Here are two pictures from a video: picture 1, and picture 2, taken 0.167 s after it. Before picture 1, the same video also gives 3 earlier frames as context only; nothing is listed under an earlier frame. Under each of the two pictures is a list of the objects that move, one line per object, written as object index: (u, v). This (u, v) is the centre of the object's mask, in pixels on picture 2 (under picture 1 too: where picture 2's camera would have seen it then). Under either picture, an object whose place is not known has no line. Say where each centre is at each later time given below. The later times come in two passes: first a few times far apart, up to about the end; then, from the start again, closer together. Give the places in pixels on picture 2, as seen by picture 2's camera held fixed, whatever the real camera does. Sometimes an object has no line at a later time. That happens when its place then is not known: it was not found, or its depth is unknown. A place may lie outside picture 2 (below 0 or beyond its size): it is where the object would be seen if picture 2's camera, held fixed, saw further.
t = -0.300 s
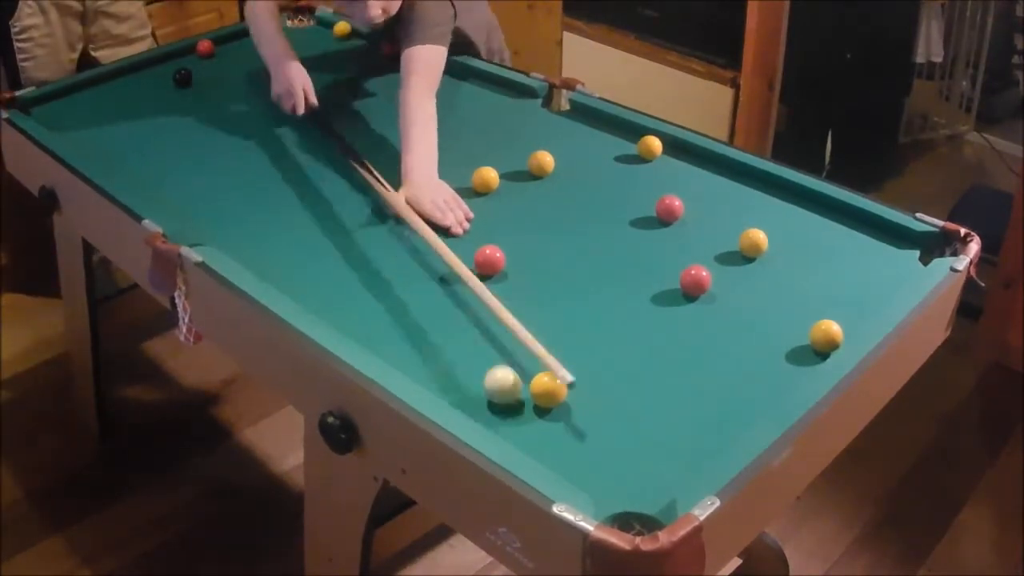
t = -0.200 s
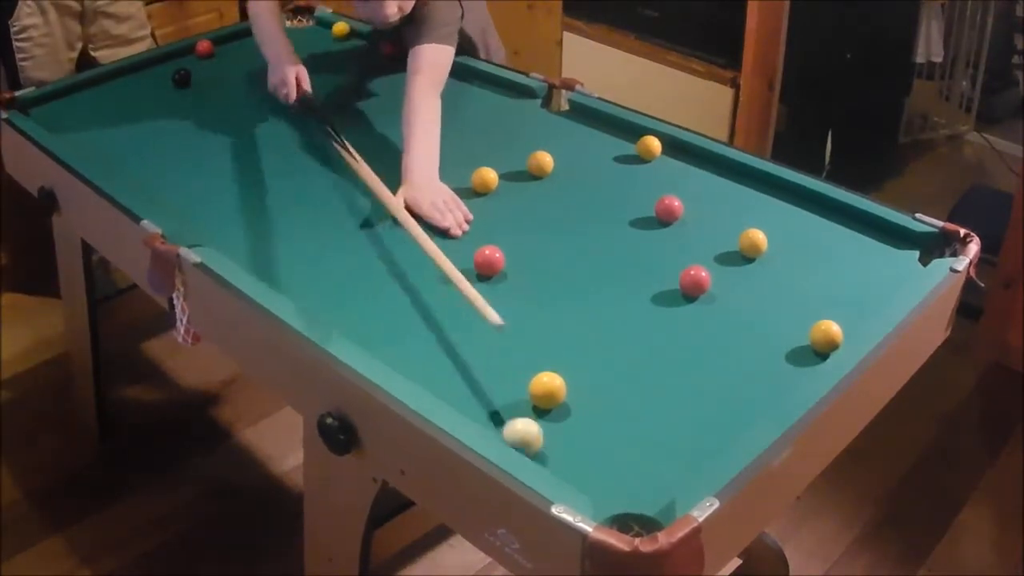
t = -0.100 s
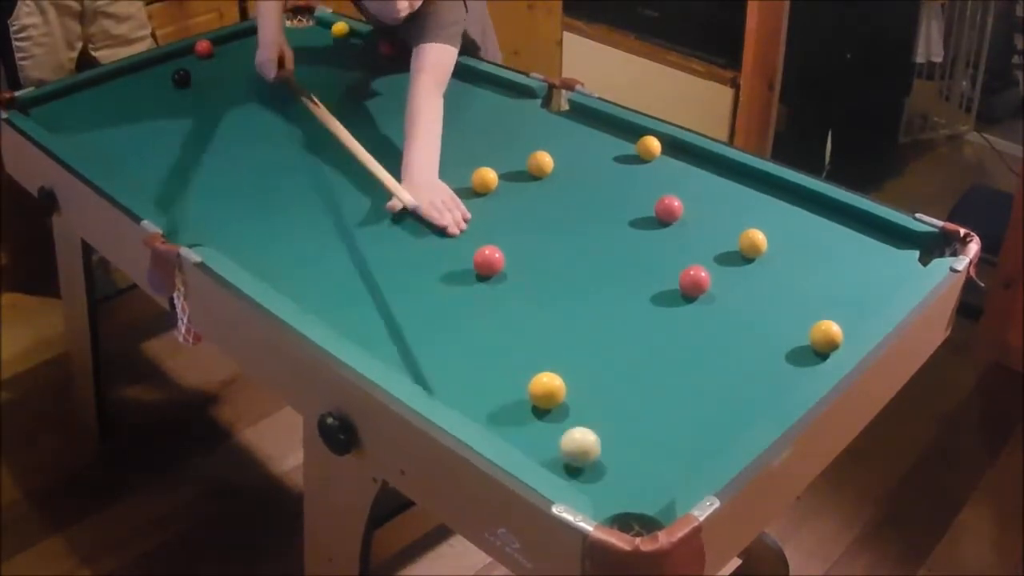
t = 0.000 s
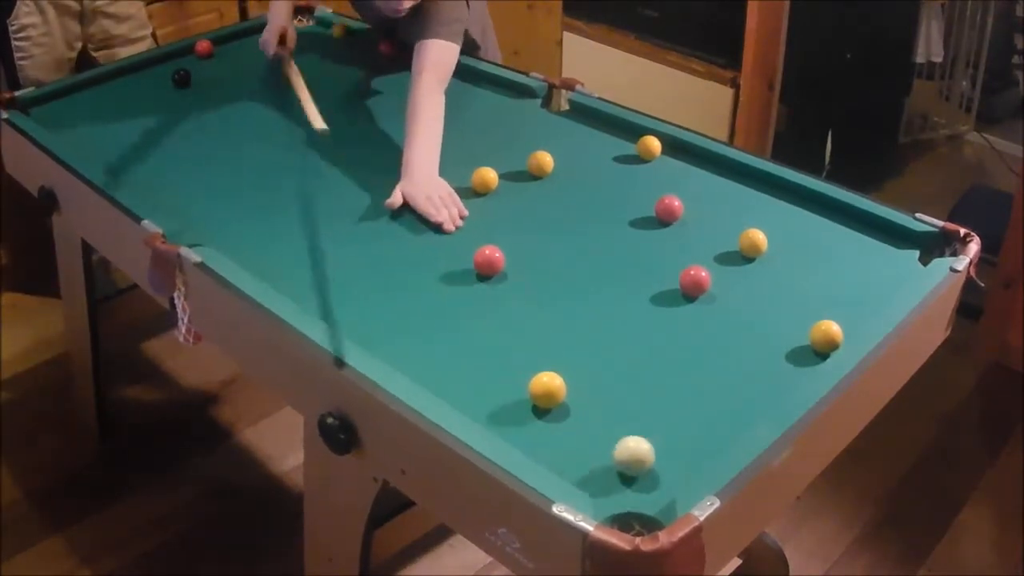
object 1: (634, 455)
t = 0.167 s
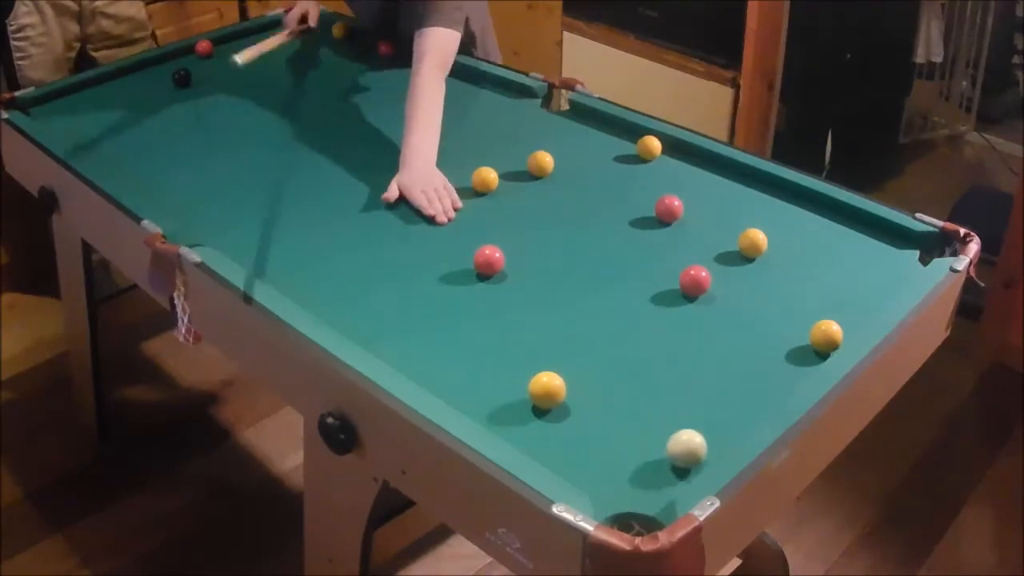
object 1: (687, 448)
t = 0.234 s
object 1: (688, 435)
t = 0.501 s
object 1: (695, 390)
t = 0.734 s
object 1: (701, 361)
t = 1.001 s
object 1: (708, 336)
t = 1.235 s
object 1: (714, 321)
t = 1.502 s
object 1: (721, 311)
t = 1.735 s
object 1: (724, 307)
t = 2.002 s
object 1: (725, 307)
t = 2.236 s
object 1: (724, 307)
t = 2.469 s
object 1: (724, 307)
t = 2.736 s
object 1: (724, 307)
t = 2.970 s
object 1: (724, 307)
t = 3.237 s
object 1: (724, 307)
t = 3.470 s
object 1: (724, 307)
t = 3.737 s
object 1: (724, 307)
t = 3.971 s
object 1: (724, 307)
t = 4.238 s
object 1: (724, 307)
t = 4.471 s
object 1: (724, 307)
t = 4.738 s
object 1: (724, 307)
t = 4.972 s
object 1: (724, 307)
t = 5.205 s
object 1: (724, 307)
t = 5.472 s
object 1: (724, 306)
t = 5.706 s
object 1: (725, 306)
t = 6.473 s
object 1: (725, 307)
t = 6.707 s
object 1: (724, 307)
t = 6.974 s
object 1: (724, 307)
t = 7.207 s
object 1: (724, 307)
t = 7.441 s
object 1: (724, 307)
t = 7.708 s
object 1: (724, 307)
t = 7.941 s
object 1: (724, 307)
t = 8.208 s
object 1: (724, 307)
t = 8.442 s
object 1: (724, 307)
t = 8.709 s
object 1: (724, 307)
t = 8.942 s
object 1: (724, 307)
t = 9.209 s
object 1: (724, 307)
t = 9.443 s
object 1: (724, 307)
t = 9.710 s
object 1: (724, 307)
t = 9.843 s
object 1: (724, 307)
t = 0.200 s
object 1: (687, 442)
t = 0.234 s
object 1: (688, 435)
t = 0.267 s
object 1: (689, 429)
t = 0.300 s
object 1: (690, 423)
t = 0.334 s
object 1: (691, 417)
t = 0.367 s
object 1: (692, 411)
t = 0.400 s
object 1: (693, 406)
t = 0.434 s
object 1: (693, 401)
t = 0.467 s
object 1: (694, 395)
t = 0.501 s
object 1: (695, 390)
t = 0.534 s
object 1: (696, 386)
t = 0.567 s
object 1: (697, 381)
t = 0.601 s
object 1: (697, 377)
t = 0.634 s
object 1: (698, 372)
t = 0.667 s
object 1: (699, 369)
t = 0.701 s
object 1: (700, 365)
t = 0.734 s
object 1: (701, 361)
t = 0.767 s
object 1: (702, 357)
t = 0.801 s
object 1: (703, 354)
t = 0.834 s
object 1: (704, 350)
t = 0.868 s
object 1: (705, 347)
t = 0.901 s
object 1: (706, 345)
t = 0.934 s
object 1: (707, 341)
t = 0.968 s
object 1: (708, 339)
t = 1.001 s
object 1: (708, 336)
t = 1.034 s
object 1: (709, 333)
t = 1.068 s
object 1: (710, 331)
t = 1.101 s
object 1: (711, 329)
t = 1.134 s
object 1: (712, 327)
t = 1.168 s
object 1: (712, 325)
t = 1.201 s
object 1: (714, 323)
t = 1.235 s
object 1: (714, 321)
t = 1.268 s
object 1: (716, 320)
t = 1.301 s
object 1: (716, 318)
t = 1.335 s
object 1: (717, 317)
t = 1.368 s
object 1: (718, 315)
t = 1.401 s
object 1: (719, 314)
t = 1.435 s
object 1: (720, 313)
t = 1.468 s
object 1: (720, 312)
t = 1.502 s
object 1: (721, 311)
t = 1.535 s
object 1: (722, 310)
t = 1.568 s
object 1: (722, 309)
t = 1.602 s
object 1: (723, 309)
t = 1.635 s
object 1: (723, 308)
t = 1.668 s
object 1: (724, 307)
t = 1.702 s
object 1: (724, 307)
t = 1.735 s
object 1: (724, 307)
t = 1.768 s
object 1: (724, 307)
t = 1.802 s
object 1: (724, 307)
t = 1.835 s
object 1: (725, 307)
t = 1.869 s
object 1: (724, 307)
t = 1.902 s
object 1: (725, 307)
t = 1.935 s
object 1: (725, 307)
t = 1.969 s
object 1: (725, 307)
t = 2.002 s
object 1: (725, 307)
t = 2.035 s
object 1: (725, 307)
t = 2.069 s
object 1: (725, 307)
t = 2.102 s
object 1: (725, 307)
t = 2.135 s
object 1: (724, 307)
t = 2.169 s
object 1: (724, 307)
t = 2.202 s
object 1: (724, 307)
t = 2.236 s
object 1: (724, 307)
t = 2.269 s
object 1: (724, 307)
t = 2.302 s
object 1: (724, 307)
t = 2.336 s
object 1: (724, 307)
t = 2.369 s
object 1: (724, 307)
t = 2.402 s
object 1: (724, 307)
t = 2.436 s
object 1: (724, 307)
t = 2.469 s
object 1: (724, 307)
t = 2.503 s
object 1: (724, 307)
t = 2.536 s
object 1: (724, 307)
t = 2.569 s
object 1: (724, 307)
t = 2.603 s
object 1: (724, 307)
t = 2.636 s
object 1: (724, 307)
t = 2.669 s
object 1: (724, 307)
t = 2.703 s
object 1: (724, 307)
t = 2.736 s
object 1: (724, 307)
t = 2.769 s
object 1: (724, 307)
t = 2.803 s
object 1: (724, 307)
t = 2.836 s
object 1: (724, 307)
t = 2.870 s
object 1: (724, 307)
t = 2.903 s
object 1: (724, 307)
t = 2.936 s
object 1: (724, 307)
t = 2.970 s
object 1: (724, 307)
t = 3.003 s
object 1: (724, 307)
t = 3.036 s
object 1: (724, 307)
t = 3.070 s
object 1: (724, 307)
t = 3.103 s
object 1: (724, 307)
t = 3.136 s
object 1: (724, 307)
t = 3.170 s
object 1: (724, 307)
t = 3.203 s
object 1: (724, 307)
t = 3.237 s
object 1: (724, 307)
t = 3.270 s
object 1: (725, 307)
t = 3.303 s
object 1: (724, 307)
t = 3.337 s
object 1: (724, 307)
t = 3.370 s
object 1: (724, 307)
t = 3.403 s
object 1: (724, 307)
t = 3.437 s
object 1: (724, 307)
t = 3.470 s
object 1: (724, 307)
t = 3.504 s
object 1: (724, 307)
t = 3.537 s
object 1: (724, 307)
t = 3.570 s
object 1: (724, 307)
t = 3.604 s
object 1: (724, 307)
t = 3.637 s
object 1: (724, 307)
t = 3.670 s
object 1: (724, 307)
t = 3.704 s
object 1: (724, 307)
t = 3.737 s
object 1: (724, 307)
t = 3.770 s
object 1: (724, 307)
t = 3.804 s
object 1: (724, 307)
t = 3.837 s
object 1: (724, 307)
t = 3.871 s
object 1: (724, 307)
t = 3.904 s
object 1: (724, 307)
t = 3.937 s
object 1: (724, 307)
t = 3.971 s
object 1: (724, 307)
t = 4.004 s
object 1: (724, 307)
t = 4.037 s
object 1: (724, 307)
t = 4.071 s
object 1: (724, 307)
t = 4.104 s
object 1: (724, 307)
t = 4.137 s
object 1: (724, 307)
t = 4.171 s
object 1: (724, 307)
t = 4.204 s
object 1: (724, 307)
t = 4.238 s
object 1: (724, 307)
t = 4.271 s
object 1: (724, 307)
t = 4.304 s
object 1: (724, 307)
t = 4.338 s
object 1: (724, 307)
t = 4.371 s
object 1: (724, 307)
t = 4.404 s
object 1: (724, 307)
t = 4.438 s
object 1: (724, 307)
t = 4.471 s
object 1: (724, 307)
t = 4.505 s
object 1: (724, 307)
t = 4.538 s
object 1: (724, 307)
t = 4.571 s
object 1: (724, 307)
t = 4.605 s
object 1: (724, 307)
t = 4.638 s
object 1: (724, 307)
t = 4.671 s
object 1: (724, 307)
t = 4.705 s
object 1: (724, 307)
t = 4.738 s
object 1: (724, 307)
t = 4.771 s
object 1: (724, 307)
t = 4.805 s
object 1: (724, 307)
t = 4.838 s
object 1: (724, 307)
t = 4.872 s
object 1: (724, 307)
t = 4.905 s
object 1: (724, 307)
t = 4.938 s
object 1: (724, 307)
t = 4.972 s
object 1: (724, 307)
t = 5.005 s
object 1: (724, 307)
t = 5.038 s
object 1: (724, 307)
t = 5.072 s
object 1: (724, 307)
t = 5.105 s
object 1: (724, 307)
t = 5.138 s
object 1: (724, 307)
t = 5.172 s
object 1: (724, 307)
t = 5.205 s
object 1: (724, 307)
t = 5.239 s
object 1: (724, 307)
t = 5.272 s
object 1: (724, 306)
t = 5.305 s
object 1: (724, 306)
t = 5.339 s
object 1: (724, 307)
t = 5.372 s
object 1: (724, 306)
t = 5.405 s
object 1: (724, 306)
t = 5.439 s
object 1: (724, 307)
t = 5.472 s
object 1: (724, 306)
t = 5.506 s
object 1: (734, 300)
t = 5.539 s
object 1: (723, 308)
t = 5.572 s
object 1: (725, 307)
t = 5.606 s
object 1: (725, 306)
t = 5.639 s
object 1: (725, 307)
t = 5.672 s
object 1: (725, 307)
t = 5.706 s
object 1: (725, 306)
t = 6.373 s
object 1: (711, 305)
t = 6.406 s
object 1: (722, 306)
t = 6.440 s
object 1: (725, 307)
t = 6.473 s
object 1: (725, 307)
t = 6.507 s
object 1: (725, 307)
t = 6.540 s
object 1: (724, 307)
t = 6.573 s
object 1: (724, 307)
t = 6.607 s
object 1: (724, 307)
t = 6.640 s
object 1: (724, 307)
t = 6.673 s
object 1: (724, 307)
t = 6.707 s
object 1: (724, 307)
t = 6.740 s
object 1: (724, 307)
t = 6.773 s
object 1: (724, 307)
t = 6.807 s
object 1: (724, 307)
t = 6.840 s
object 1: (724, 307)
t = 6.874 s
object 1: (724, 307)
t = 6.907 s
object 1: (724, 307)
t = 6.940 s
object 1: (724, 307)
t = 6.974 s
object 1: (724, 307)
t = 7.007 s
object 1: (724, 307)
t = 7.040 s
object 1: (724, 307)
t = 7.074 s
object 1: (724, 307)
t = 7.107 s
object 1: (724, 307)
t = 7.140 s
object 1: (725, 307)
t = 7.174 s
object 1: (724, 307)
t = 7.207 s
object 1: (724, 307)
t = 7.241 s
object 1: (724, 307)
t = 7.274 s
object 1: (724, 307)
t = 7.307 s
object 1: (724, 307)
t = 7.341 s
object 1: (724, 307)
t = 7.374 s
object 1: (724, 307)
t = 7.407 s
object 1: (724, 307)
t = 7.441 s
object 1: (724, 307)
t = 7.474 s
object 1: (724, 307)
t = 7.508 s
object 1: (724, 307)
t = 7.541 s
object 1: (724, 307)
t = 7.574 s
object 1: (724, 307)
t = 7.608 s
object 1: (724, 307)
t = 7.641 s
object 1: (724, 307)
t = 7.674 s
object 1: (724, 307)
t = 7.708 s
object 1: (724, 307)
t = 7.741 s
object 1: (724, 307)
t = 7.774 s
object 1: (724, 307)
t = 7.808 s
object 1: (724, 307)
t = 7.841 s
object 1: (724, 307)
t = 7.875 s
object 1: (724, 307)
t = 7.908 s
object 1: (724, 307)
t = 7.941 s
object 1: (724, 307)
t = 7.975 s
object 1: (724, 307)
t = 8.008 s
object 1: (724, 307)
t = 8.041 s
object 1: (724, 307)
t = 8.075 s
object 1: (724, 307)
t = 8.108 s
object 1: (724, 307)
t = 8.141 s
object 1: (724, 307)
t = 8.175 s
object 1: (724, 307)
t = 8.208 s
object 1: (724, 307)
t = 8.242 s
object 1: (724, 307)
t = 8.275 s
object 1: (724, 307)
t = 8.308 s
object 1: (724, 307)
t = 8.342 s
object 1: (724, 307)
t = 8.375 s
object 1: (724, 307)
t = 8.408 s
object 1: (724, 307)
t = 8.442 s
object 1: (724, 307)
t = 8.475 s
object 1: (724, 307)
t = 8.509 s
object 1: (724, 307)
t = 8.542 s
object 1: (724, 307)
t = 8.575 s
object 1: (724, 307)
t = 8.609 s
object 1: (724, 307)
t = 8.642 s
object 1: (724, 307)
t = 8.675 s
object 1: (724, 307)
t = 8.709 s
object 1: (724, 307)
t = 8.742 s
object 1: (724, 307)
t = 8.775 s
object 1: (724, 307)
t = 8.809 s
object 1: (724, 307)
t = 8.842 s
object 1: (724, 307)
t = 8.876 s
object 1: (724, 307)
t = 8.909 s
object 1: (724, 307)
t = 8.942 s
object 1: (724, 307)
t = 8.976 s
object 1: (724, 307)
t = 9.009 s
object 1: (724, 307)
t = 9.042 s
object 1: (724, 307)
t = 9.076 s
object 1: (724, 307)
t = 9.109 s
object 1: (724, 306)
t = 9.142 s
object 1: (724, 307)
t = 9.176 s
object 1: (724, 306)
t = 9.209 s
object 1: (724, 307)
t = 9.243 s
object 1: (724, 306)
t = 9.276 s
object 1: (724, 307)
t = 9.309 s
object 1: (724, 306)
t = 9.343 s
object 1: (724, 306)
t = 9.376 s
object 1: (724, 307)
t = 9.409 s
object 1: (724, 307)
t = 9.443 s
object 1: (724, 307)
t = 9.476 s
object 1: (724, 307)
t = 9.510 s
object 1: (724, 307)
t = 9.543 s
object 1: (724, 307)
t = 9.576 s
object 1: (724, 307)
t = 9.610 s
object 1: (724, 307)
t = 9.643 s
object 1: (724, 307)
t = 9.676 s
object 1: (724, 307)
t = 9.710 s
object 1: (724, 307)
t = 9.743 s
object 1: (724, 307)
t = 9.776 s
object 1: (724, 307)
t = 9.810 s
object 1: (724, 307)
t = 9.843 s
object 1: (724, 307)
